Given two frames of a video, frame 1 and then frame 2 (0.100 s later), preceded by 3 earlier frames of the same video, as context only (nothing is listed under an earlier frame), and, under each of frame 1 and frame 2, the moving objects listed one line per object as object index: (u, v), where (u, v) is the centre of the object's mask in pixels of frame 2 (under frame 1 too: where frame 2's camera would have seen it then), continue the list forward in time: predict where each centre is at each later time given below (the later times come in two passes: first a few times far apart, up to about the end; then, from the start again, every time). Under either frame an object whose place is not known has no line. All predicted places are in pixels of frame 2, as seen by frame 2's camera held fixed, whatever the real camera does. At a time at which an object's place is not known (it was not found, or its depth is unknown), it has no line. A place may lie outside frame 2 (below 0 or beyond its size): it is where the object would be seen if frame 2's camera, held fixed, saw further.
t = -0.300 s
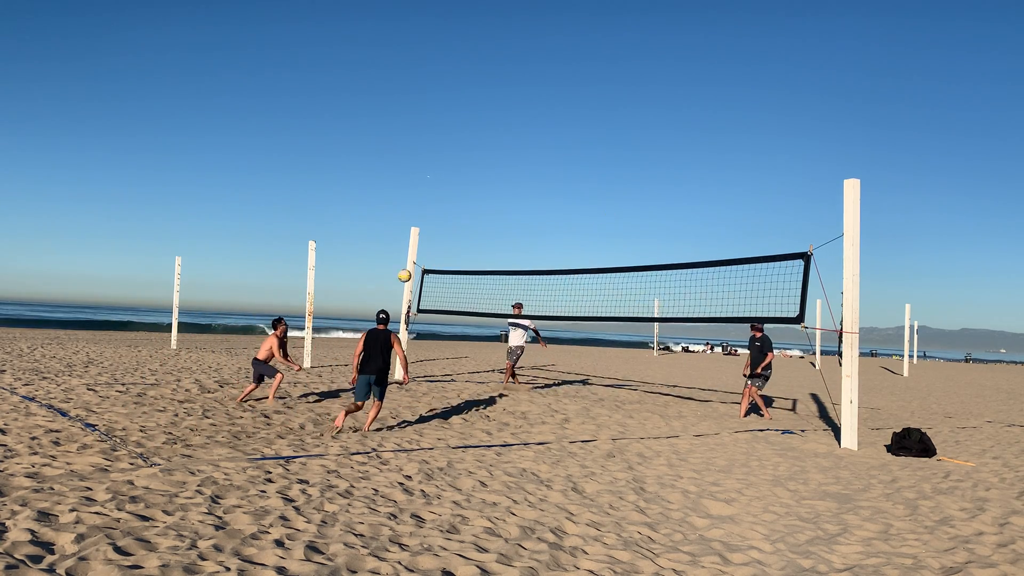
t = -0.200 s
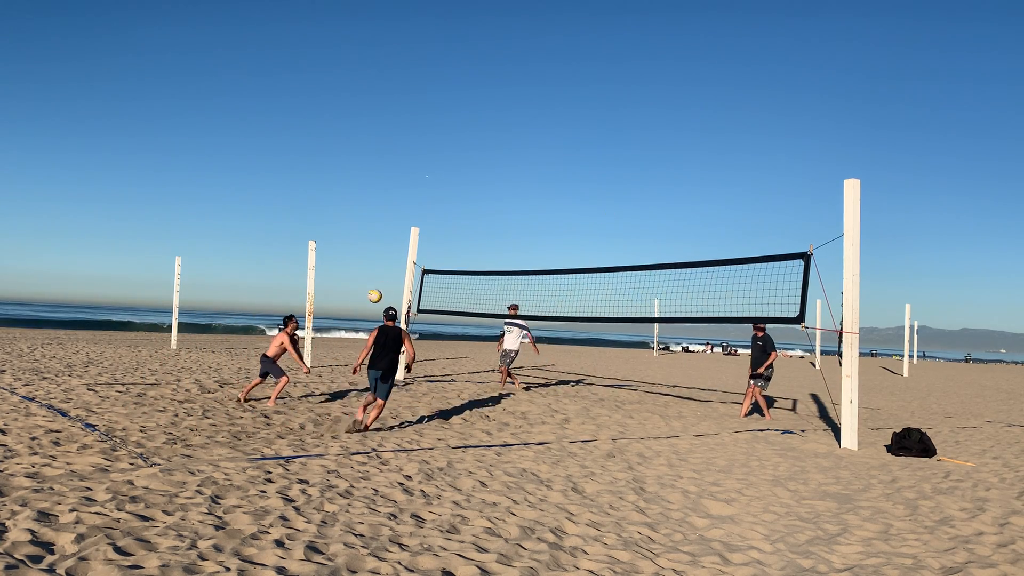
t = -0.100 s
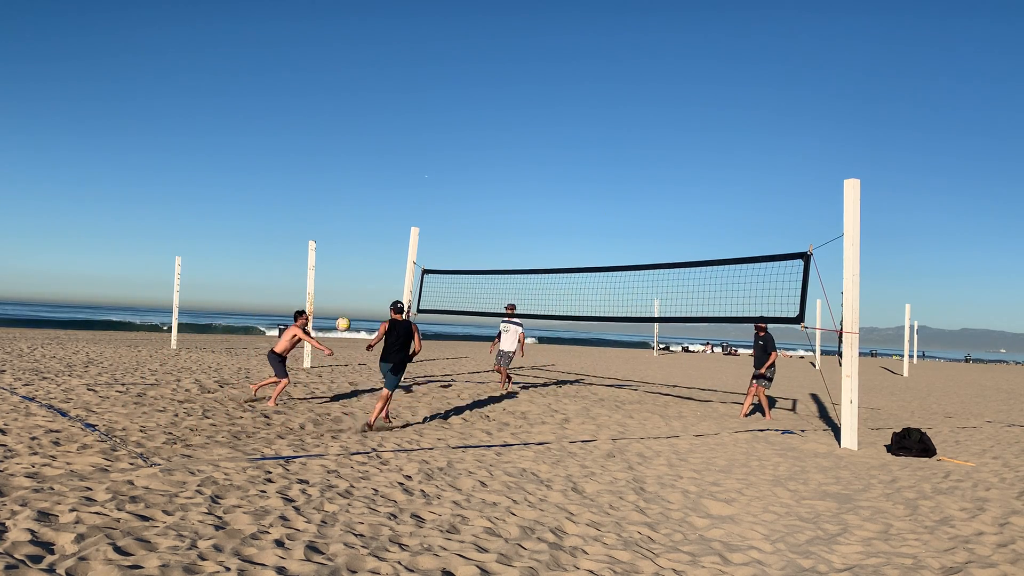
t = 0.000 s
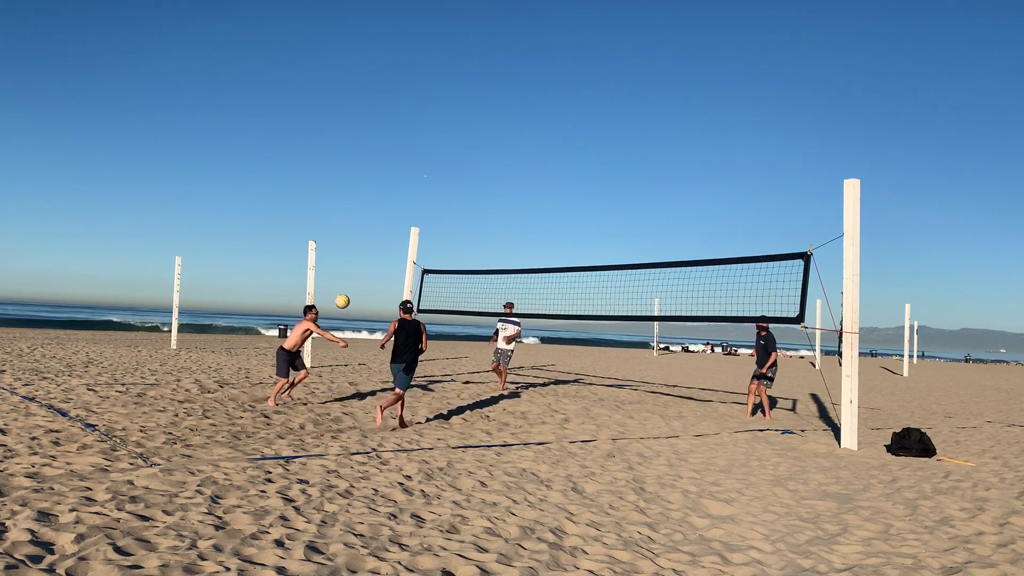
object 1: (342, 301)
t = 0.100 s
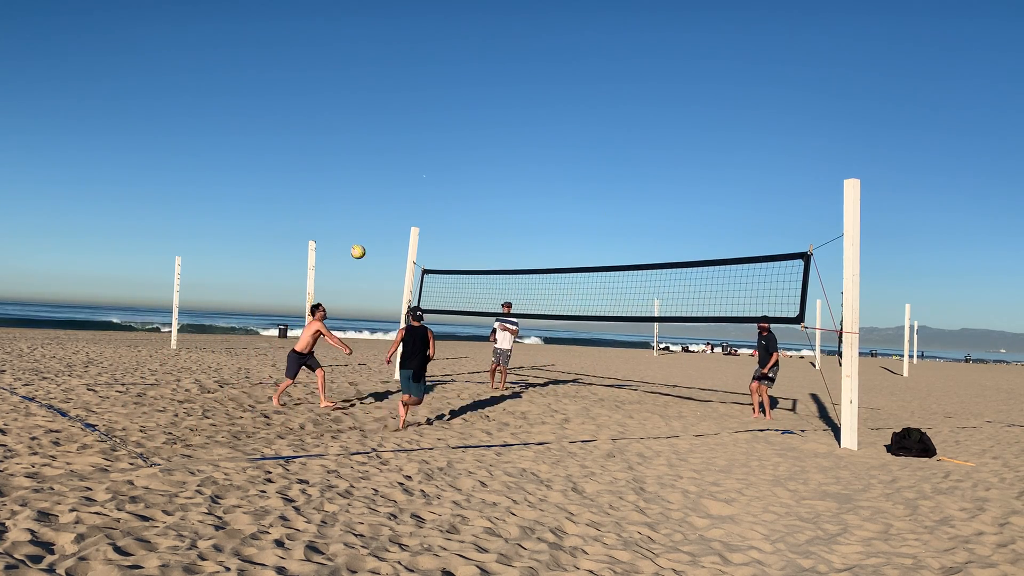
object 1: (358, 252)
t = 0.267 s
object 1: (381, 184)
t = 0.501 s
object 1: (410, 119)
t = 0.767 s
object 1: (441, 88)
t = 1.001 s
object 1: (466, 97)
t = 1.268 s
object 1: (492, 152)
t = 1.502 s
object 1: (515, 238)
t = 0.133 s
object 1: (362, 237)
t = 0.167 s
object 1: (367, 223)
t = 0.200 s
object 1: (372, 209)
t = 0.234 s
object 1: (377, 196)
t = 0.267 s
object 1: (381, 184)
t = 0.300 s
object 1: (385, 173)
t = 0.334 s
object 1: (390, 162)
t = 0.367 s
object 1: (394, 152)
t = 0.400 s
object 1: (398, 143)
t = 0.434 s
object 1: (402, 134)
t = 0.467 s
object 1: (406, 127)
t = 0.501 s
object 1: (410, 119)
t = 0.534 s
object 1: (414, 113)
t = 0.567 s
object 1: (418, 107)
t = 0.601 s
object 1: (422, 102)
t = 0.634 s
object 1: (426, 98)
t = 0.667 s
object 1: (430, 94)
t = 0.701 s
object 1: (434, 91)
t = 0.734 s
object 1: (437, 89)
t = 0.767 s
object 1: (441, 88)
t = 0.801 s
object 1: (445, 87)
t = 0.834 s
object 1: (448, 87)
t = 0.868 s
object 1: (452, 87)
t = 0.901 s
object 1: (455, 89)
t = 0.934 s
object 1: (459, 91)
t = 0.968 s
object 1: (462, 94)
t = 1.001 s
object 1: (466, 97)
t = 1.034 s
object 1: (469, 102)
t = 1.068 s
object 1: (472, 107)
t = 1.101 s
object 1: (476, 113)
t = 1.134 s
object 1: (479, 119)
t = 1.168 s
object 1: (483, 126)
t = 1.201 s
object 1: (486, 134)
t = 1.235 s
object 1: (489, 143)
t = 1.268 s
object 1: (492, 152)
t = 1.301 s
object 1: (496, 162)
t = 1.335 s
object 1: (499, 173)
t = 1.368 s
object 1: (502, 185)
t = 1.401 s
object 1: (506, 197)
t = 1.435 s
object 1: (509, 210)
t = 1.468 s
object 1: (512, 223)
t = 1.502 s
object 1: (515, 238)
